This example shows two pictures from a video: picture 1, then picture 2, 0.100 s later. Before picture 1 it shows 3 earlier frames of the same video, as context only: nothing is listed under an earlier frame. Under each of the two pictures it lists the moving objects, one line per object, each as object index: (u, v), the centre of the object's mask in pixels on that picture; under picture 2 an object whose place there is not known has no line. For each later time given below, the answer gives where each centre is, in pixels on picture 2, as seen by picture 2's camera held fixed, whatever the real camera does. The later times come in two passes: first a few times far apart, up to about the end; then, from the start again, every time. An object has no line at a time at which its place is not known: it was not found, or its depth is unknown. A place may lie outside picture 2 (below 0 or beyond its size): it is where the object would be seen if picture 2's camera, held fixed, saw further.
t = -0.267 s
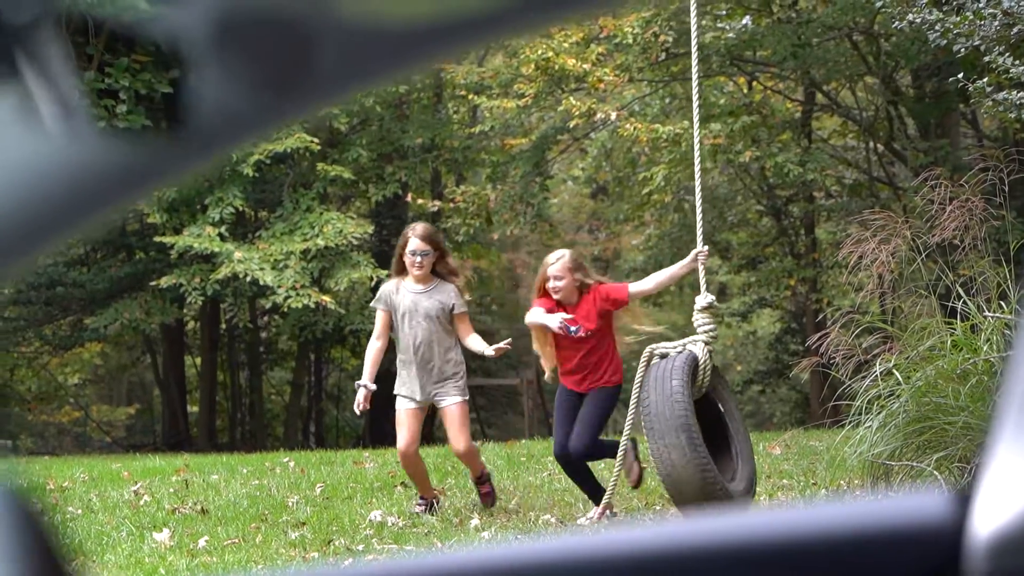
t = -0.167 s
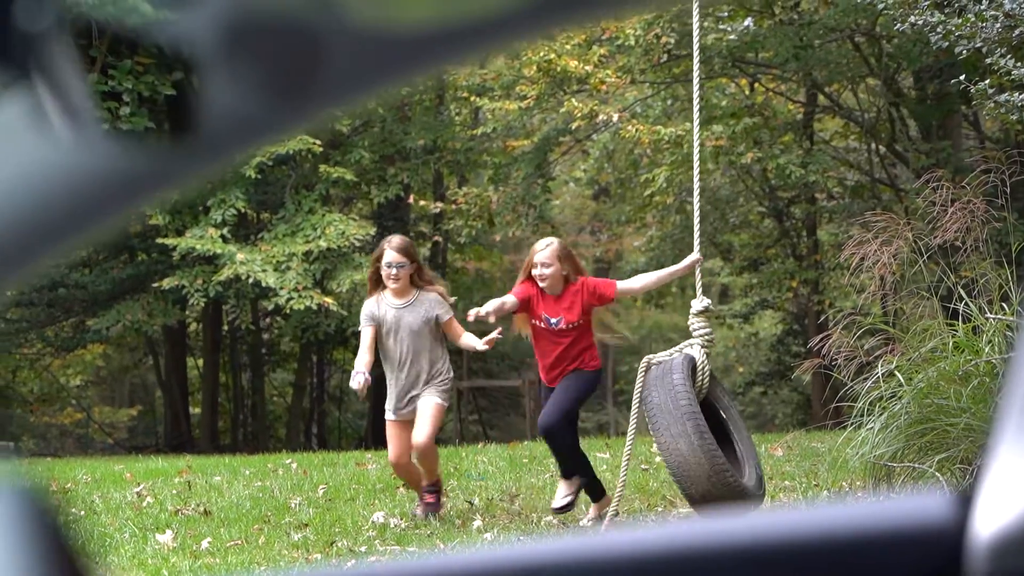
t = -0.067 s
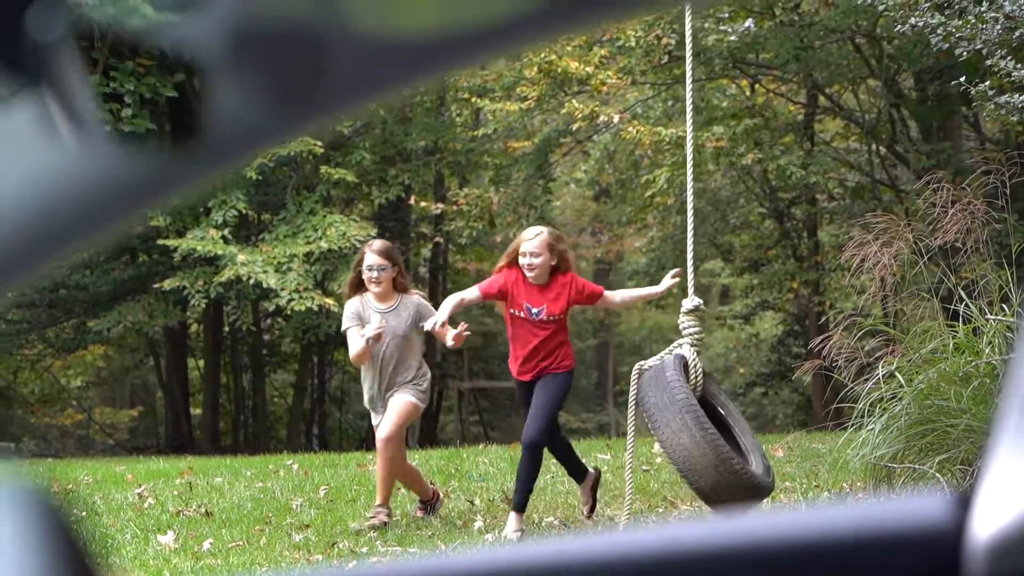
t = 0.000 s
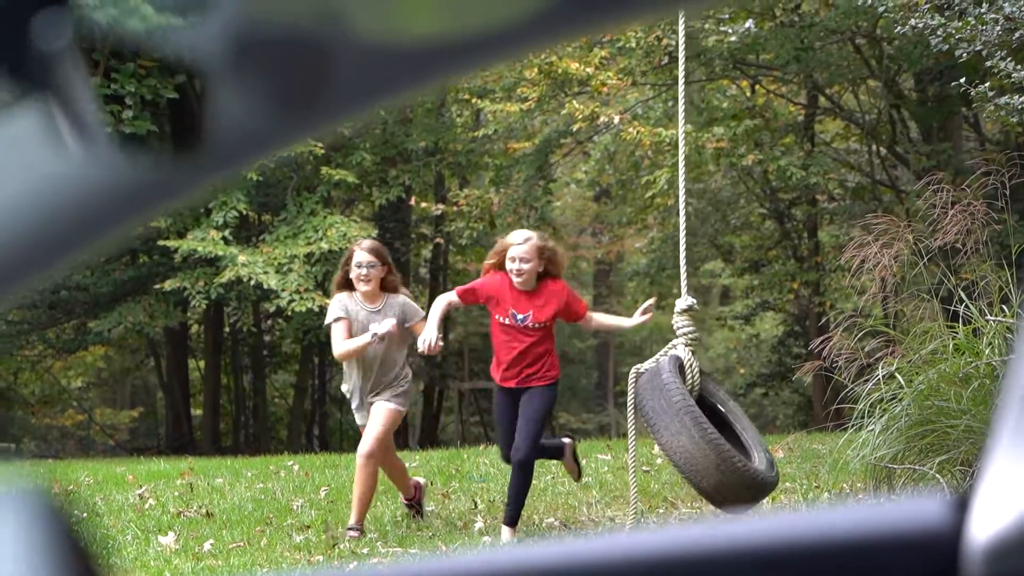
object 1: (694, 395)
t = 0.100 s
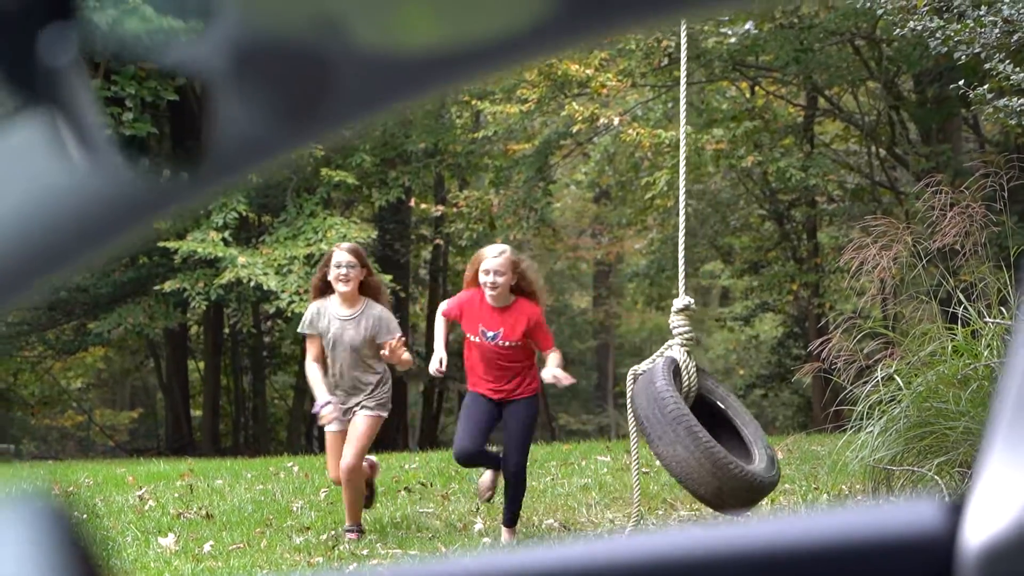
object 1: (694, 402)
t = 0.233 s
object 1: (696, 409)
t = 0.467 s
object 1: (697, 408)
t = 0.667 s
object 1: (695, 406)
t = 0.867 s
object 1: (692, 413)
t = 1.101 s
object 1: (690, 414)
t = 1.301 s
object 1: (688, 412)
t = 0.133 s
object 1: (695, 403)
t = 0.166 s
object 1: (695, 406)
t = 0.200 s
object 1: (696, 408)
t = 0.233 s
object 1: (696, 409)
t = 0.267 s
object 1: (696, 408)
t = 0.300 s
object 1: (696, 409)
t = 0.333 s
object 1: (696, 410)
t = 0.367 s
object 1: (697, 411)
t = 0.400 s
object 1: (697, 412)
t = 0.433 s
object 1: (697, 409)
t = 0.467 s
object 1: (697, 408)
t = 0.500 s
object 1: (696, 408)
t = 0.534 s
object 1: (696, 407)
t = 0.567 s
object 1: (696, 406)
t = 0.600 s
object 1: (696, 404)
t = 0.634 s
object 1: (695, 404)
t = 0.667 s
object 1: (695, 406)
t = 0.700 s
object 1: (694, 406)
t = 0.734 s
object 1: (694, 408)
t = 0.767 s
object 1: (694, 410)
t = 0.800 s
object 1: (693, 409)
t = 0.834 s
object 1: (692, 411)
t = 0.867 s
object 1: (692, 413)
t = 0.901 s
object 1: (691, 413)
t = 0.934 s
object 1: (691, 412)
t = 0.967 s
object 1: (691, 413)
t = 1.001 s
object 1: (691, 414)
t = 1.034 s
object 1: (690, 414)
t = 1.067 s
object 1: (690, 414)
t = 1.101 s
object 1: (690, 414)
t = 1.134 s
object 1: (689, 412)
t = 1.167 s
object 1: (689, 412)
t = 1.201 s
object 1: (689, 413)
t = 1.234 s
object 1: (689, 412)
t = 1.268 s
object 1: (688, 412)
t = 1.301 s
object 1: (688, 412)
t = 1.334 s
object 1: (688, 411)
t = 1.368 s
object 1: (687, 410)
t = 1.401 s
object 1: (686, 412)
